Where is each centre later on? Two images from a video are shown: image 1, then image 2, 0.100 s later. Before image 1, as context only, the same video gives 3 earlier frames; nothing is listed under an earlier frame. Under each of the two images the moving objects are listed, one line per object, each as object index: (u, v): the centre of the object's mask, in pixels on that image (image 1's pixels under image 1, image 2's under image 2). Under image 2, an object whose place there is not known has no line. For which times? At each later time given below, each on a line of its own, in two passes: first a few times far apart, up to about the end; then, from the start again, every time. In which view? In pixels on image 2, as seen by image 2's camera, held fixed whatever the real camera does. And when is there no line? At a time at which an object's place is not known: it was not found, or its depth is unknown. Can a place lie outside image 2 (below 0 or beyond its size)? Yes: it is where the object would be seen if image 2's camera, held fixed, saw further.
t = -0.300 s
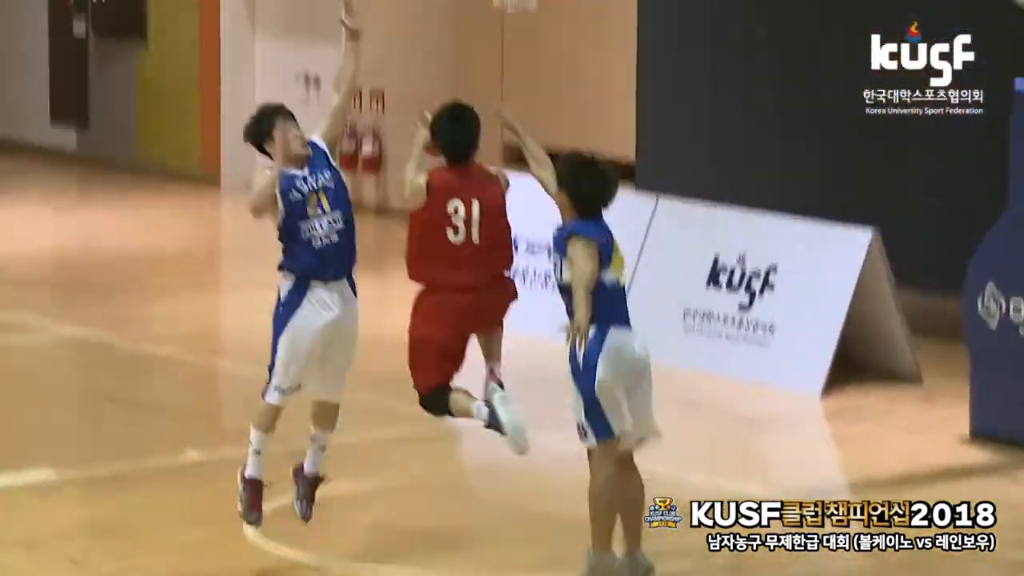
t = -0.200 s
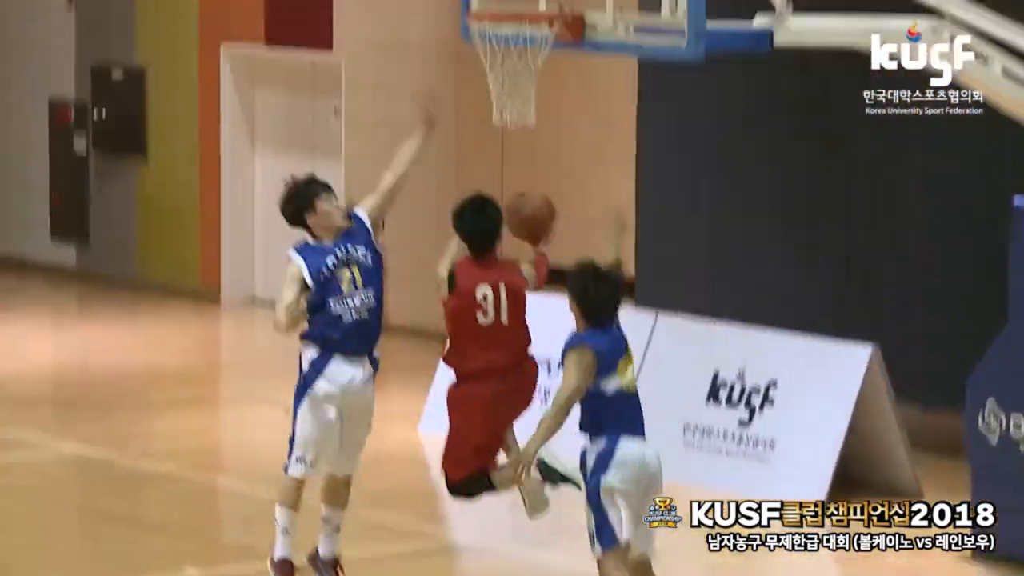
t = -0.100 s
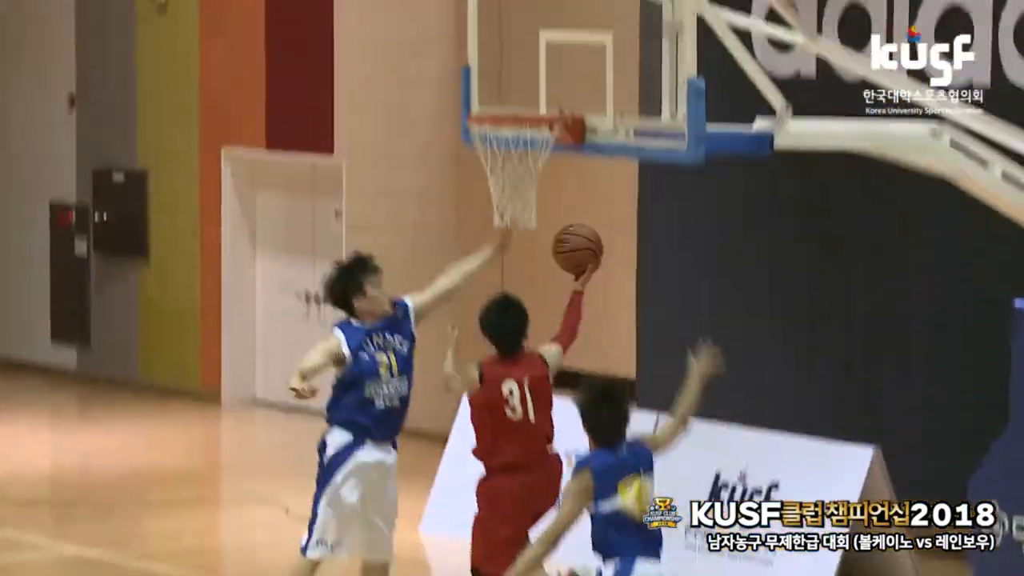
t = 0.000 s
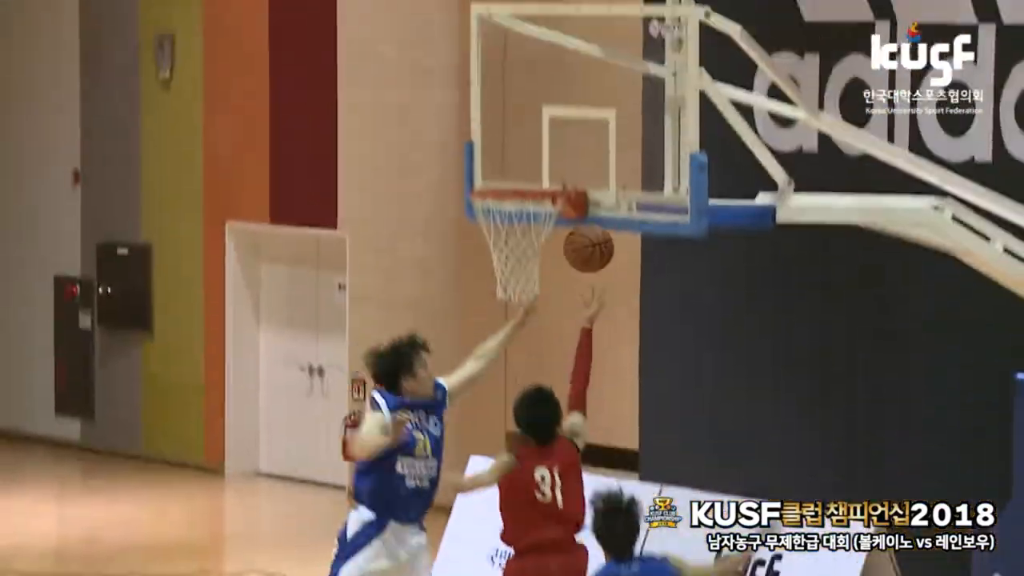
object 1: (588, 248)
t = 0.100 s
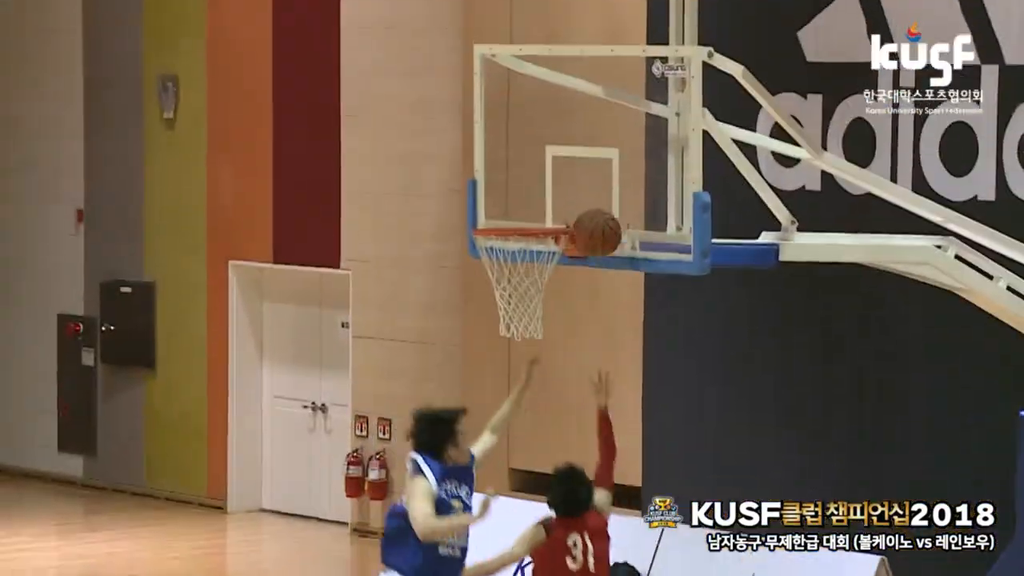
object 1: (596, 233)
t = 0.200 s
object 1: (590, 202)
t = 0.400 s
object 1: (519, 203)
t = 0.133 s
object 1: (597, 221)
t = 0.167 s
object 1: (599, 209)
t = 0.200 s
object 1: (590, 202)
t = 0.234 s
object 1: (578, 197)
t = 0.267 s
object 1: (566, 194)
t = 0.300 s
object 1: (554, 192)
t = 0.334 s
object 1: (542, 194)
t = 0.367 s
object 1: (530, 197)
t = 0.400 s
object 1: (519, 203)
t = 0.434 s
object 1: (507, 209)
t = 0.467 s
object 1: (496, 215)
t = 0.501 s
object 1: (507, 222)
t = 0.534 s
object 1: (519, 227)
